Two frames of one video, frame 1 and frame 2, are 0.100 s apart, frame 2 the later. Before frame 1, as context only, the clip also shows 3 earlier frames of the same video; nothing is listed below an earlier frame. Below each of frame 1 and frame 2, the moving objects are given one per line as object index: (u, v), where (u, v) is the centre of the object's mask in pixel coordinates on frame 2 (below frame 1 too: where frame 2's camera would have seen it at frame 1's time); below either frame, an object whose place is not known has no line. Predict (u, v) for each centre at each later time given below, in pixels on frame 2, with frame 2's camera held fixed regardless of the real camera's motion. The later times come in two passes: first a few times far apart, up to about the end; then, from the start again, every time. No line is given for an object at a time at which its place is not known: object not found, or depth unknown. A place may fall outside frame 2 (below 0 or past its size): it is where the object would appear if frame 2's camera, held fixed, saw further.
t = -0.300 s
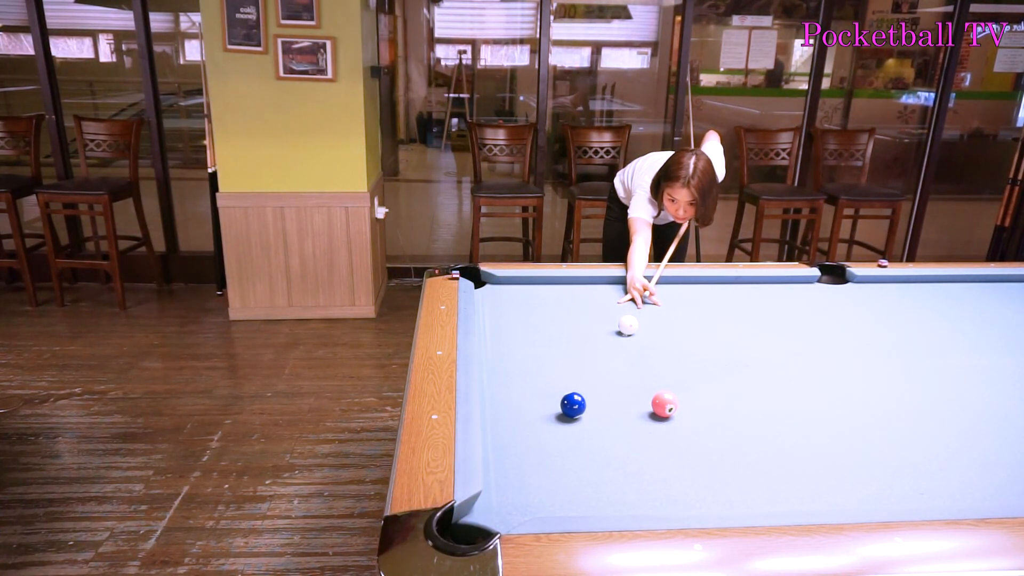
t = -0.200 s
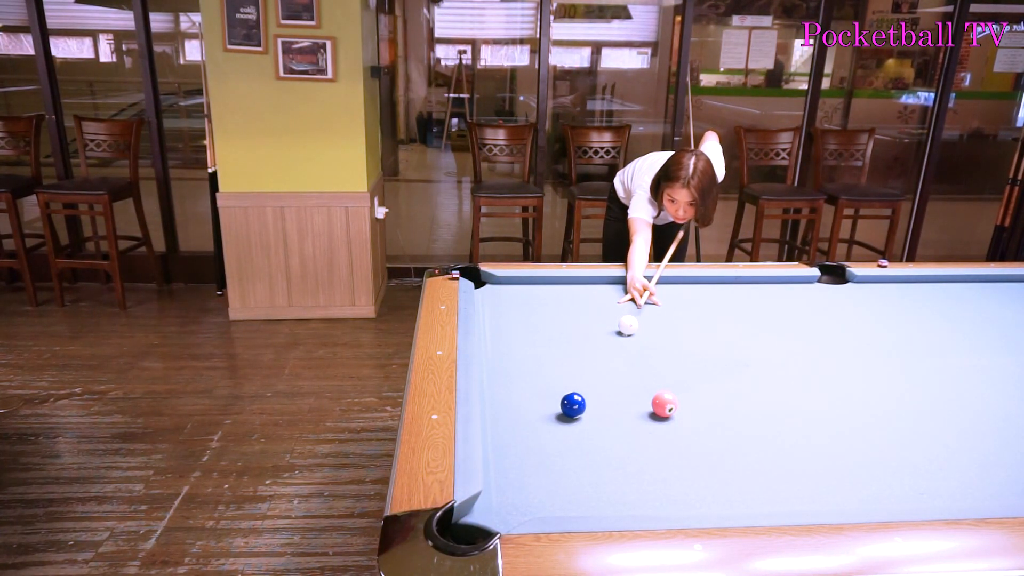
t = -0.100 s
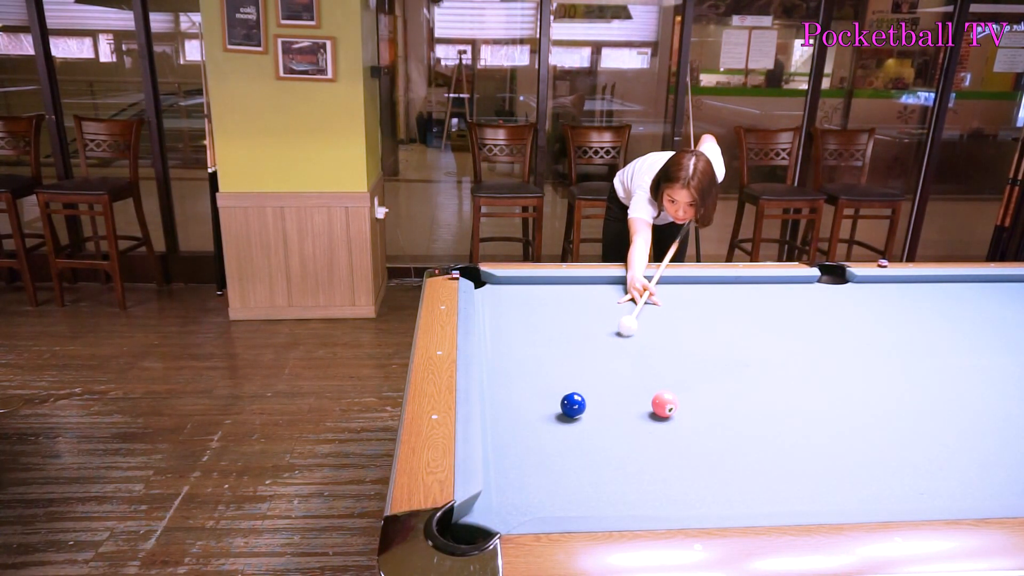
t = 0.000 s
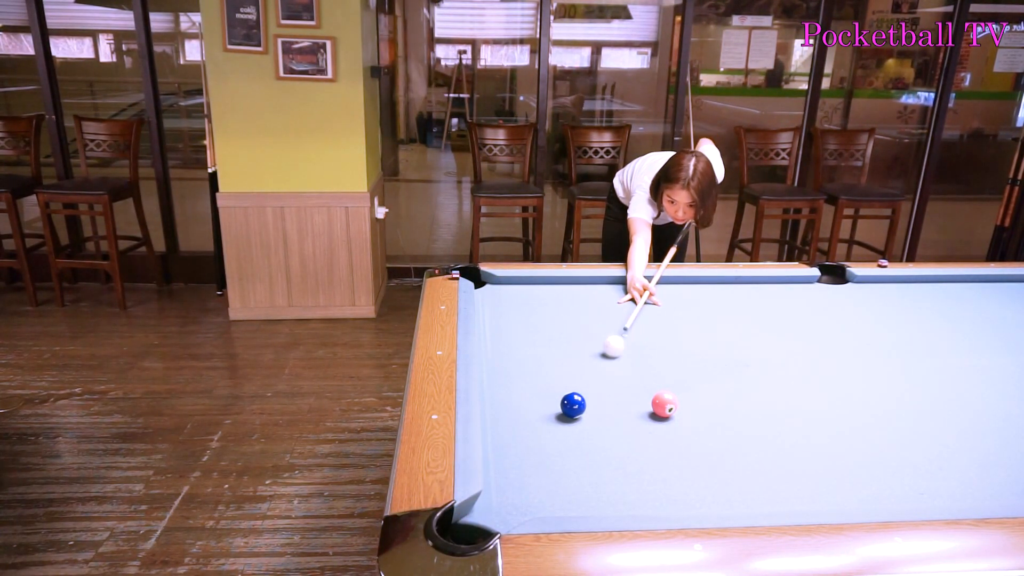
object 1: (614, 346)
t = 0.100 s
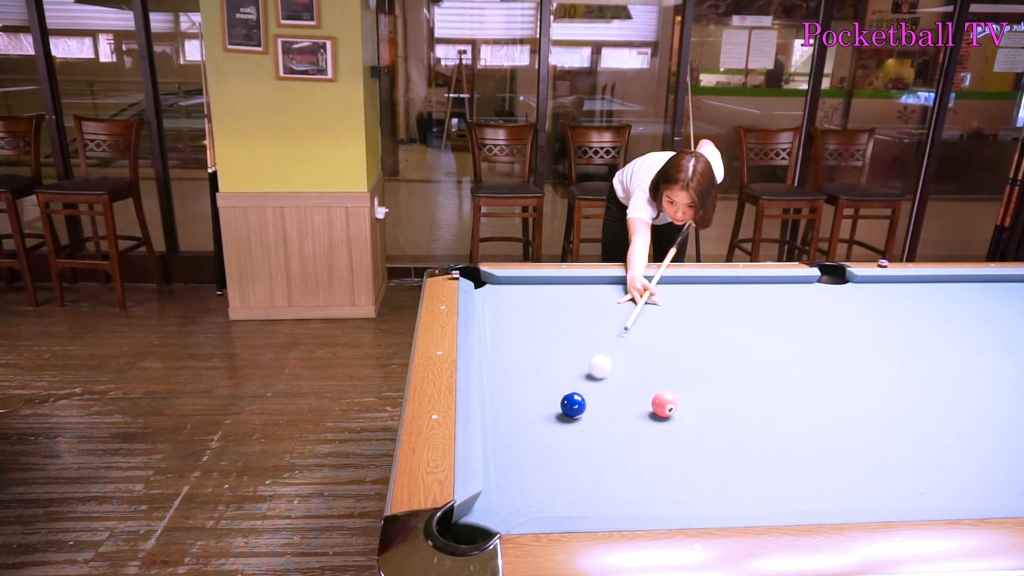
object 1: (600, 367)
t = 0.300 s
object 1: (581, 395)
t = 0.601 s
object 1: (571, 410)
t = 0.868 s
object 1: (562, 425)
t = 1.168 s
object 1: (551, 442)
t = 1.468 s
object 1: (540, 458)
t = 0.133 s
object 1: (595, 374)
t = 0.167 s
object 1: (591, 380)
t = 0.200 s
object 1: (587, 387)
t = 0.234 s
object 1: (583, 391)
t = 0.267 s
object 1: (581, 394)
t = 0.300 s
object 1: (581, 395)
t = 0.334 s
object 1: (580, 396)
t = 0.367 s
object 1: (579, 397)
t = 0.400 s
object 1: (578, 399)
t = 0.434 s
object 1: (577, 401)
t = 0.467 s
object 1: (576, 403)
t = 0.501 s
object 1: (575, 404)
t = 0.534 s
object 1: (573, 406)
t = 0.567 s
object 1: (572, 408)
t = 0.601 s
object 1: (571, 410)
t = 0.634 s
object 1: (570, 412)
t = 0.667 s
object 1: (569, 414)
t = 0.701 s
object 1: (568, 416)
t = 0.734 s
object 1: (566, 418)
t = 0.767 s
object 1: (565, 419)
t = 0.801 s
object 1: (564, 421)
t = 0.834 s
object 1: (563, 423)
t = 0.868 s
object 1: (562, 425)
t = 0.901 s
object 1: (560, 427)
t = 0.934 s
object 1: (559, 429)
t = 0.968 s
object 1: (558, 431)
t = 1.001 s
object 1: (557, 433)
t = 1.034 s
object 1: (556, 434)
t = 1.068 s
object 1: (554, 437)
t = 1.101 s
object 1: (553, 438)
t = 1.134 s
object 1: (552, 440)
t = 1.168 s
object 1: (551, 442)
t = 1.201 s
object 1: (549, 444)
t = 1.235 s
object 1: (548, 446)
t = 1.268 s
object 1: (547, 448)
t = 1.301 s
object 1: (546, 449)
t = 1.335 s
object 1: (545, 451)
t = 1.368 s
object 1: (543, 453)
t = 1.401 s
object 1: (543, 455)
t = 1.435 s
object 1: (542, 457)
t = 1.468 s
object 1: (540, 458)
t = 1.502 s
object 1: (539, 460)
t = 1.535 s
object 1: (538, 462)
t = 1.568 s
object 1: (537, 464)
